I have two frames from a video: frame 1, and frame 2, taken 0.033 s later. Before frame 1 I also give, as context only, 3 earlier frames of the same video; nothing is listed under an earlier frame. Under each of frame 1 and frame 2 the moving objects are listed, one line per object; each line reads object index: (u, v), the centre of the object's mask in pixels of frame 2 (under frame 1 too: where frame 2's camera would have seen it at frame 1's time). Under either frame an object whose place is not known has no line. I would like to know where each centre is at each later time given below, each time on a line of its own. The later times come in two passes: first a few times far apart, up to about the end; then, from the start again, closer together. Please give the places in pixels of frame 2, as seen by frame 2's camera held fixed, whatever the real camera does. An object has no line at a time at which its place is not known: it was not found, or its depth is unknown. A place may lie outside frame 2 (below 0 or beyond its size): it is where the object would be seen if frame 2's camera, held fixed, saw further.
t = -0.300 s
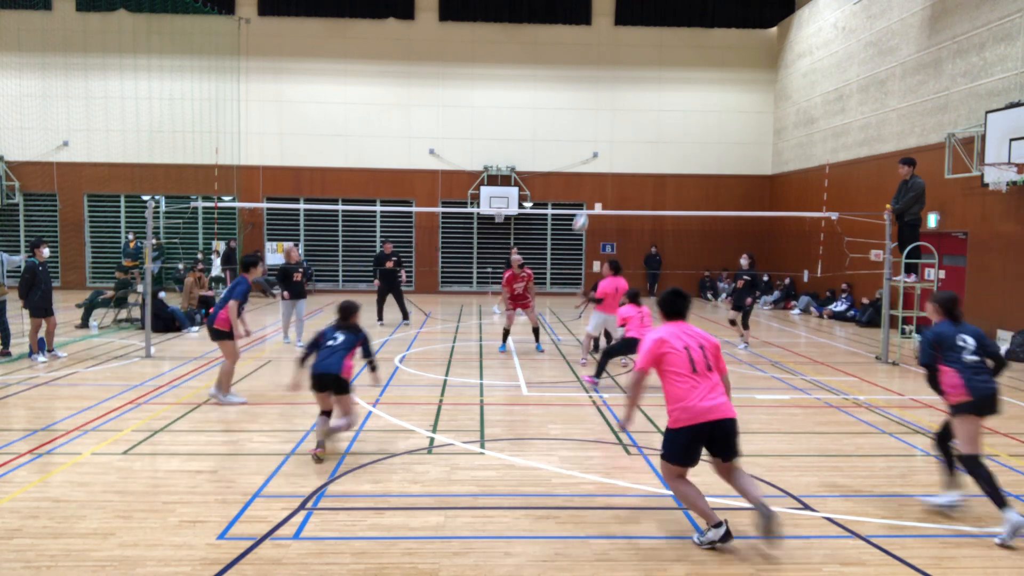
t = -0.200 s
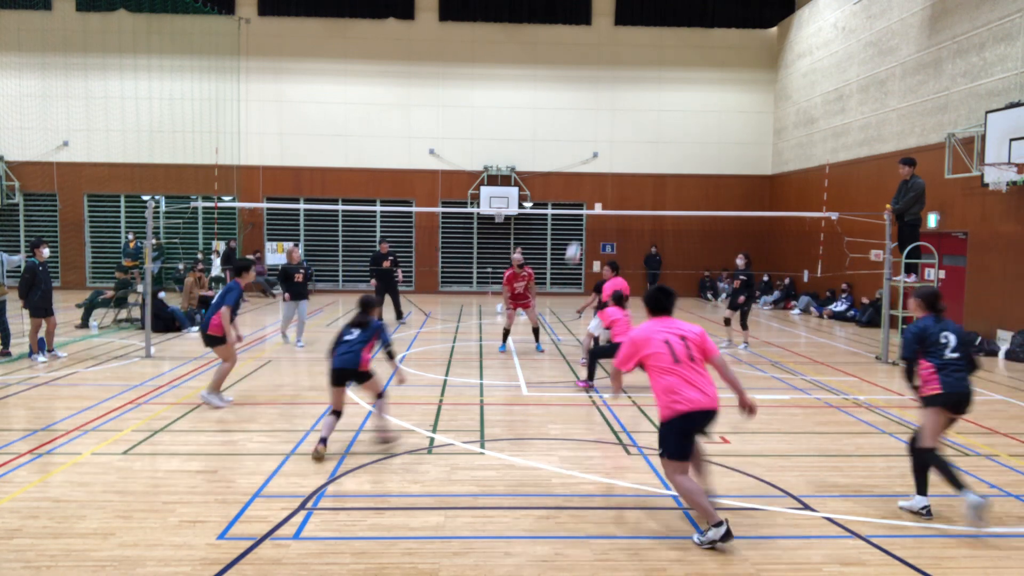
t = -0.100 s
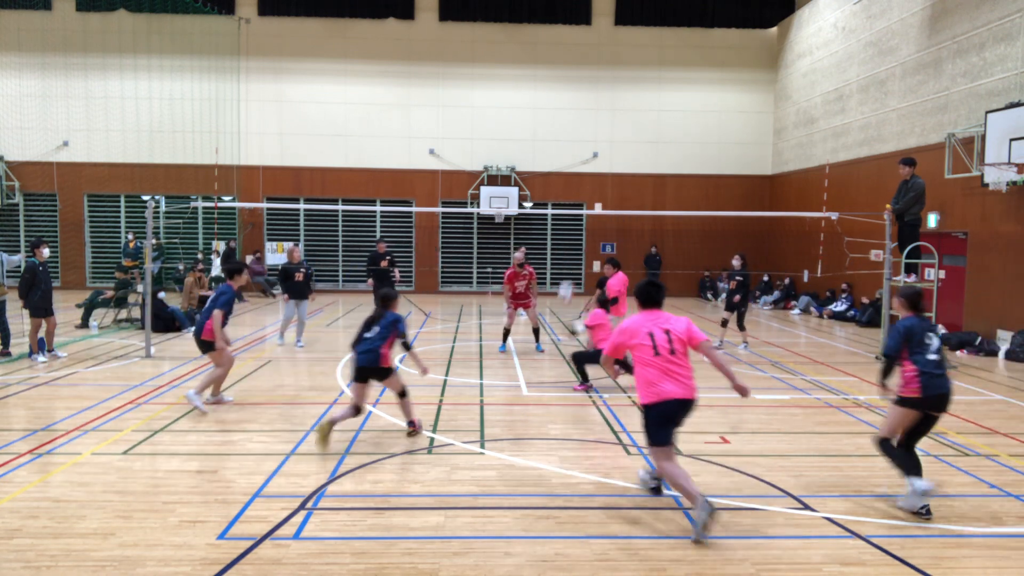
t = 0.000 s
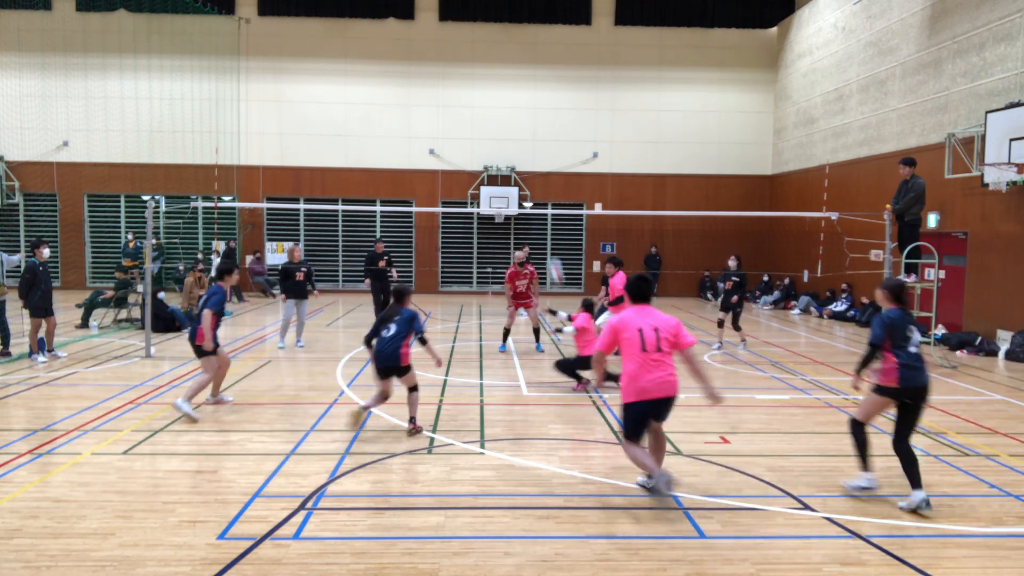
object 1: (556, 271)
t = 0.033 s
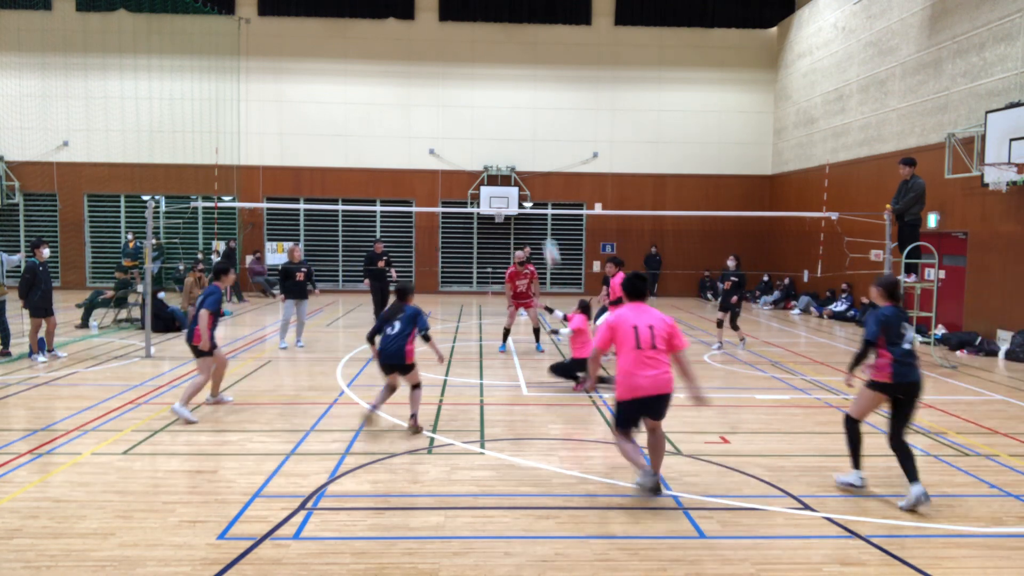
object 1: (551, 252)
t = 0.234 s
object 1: (527, 151)
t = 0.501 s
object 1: (491, 50)
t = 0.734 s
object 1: (456, 9)
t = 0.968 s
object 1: (417, 15)
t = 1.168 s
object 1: (379, 76)
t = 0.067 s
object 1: (547, 234)
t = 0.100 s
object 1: (543, 217)
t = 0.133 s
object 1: (539, 197)
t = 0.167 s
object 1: (535, 183)
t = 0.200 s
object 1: (531, 166)
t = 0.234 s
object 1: (527, 151)
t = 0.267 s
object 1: (522, 135)
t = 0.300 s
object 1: (518, 122)
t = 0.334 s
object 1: (514, 109)
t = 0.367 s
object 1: (509, 96)
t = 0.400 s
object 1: (504, 82)
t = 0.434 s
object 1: (501, 70)
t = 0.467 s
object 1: (496, 59)
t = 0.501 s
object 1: (491, 50)
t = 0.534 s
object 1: (486, 41)
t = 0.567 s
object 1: (482, 32)
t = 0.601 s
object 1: (477, 25)
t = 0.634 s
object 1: (471, 19)
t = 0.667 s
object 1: (466, 13)
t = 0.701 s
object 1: (461, 11)
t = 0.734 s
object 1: (456, 9)
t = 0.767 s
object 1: (452, 8)
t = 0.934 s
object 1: (422, 11)
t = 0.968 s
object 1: (417, 15)
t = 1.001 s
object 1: (411, 22)
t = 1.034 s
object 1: (404, 30)
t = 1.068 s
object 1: (398, 38)
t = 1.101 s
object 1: (392, 50)
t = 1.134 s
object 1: (385, 60)
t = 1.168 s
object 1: (379, 76)
